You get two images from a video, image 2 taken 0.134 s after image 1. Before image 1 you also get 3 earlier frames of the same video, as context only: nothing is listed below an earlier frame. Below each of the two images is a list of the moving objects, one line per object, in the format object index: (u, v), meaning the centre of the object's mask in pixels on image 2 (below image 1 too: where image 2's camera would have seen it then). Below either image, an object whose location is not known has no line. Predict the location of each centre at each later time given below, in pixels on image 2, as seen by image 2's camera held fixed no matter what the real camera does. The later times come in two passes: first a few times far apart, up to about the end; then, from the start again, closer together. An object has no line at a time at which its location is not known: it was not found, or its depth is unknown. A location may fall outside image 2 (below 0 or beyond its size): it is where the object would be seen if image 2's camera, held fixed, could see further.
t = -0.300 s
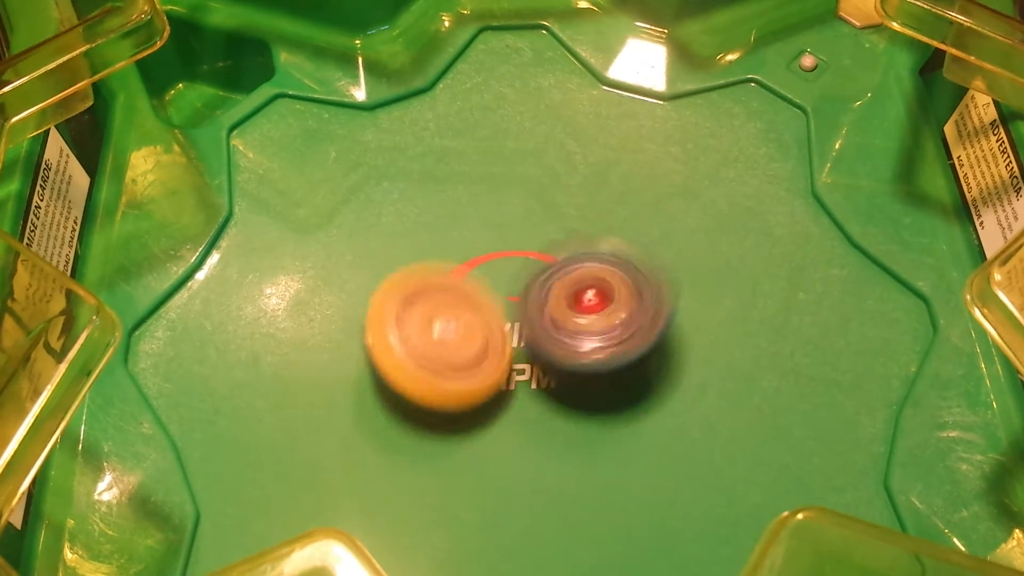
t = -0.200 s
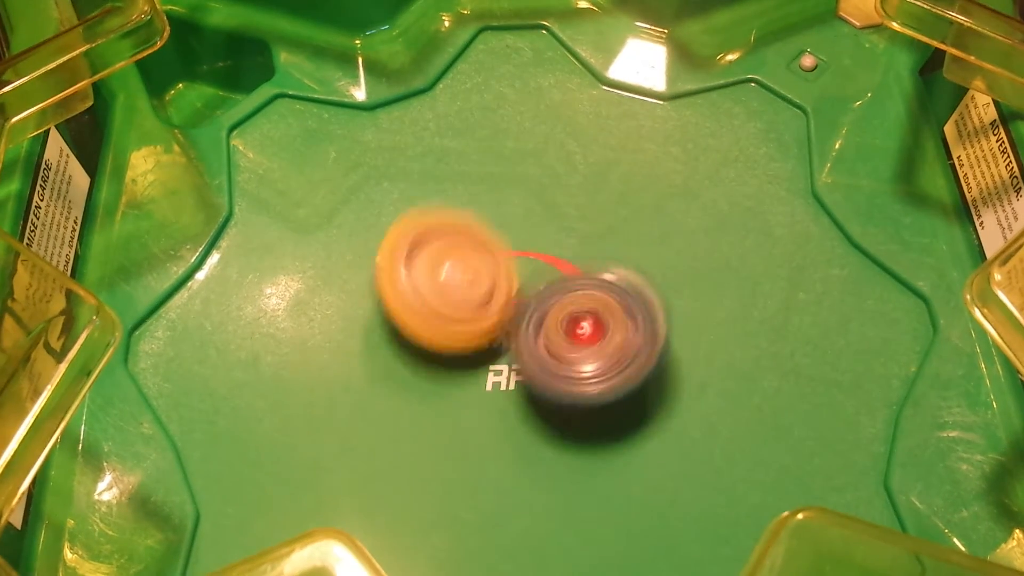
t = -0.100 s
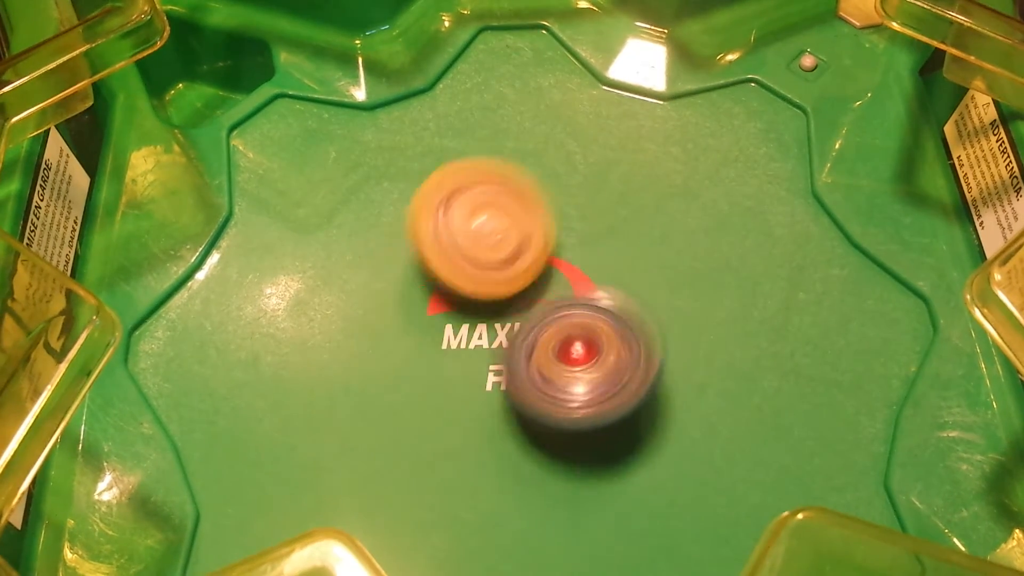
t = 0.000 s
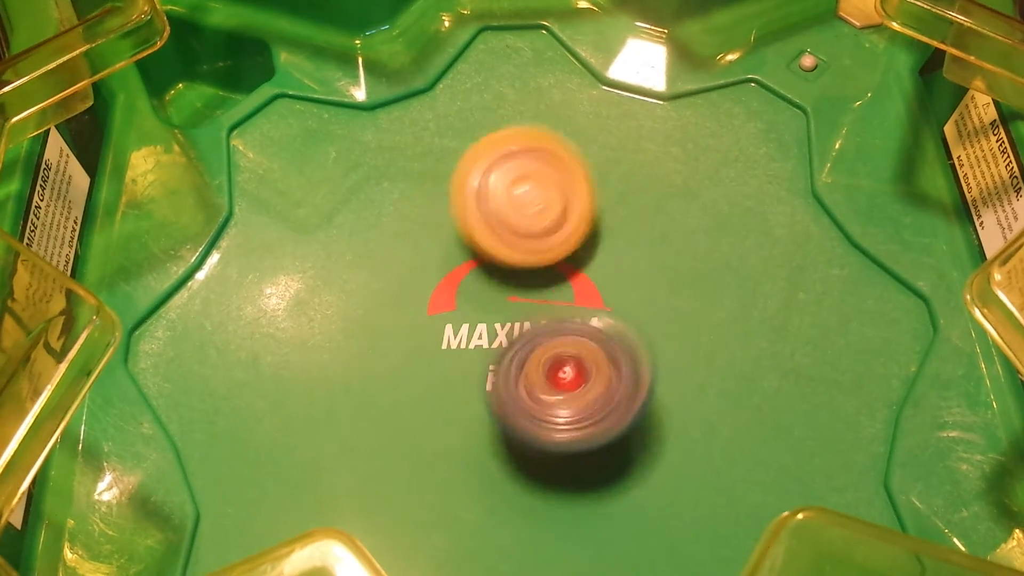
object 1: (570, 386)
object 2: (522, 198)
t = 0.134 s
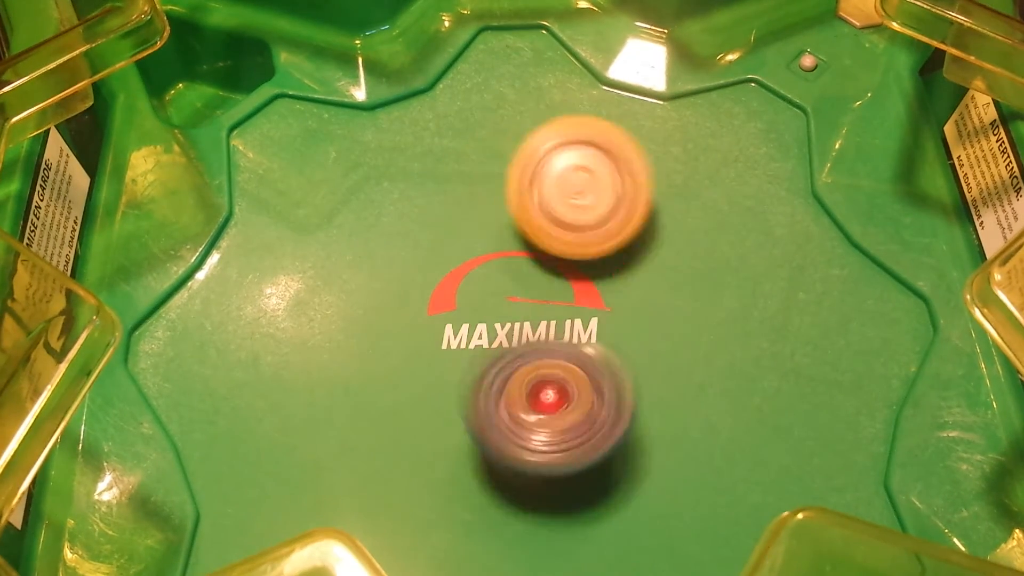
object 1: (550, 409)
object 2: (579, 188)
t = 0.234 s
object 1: (540, 413)
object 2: (615, 205)
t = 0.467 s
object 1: (523, 380)
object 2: (665, 316)
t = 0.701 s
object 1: (478, 325)
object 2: (596, 451)
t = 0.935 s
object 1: (497, 268)
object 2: (450, 479)
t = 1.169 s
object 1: (553, 260)
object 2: (393, 390)
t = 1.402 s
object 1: (605, 315)
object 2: (442, 257)
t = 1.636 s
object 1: (617, 385)
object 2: (533, 175)
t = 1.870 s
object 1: (535, 397)
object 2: (625, 247)
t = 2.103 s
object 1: (411, 371)
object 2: (647, 421)
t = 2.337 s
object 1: (417, 361)
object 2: (651, 473)
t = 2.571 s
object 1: (430, 310)
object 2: (595, 416)
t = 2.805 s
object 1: (416, 294)
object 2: (579, 374)
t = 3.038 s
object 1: (454, 324)
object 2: (588, 378)
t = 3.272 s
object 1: (452, 351)
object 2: (603, 382)
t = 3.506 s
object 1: (459, 331)
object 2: (603, 382)
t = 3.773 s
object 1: (457, 346)
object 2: (602, 382)
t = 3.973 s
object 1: (459, 340)
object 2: (603, 382)
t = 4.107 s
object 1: (457, 346)
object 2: (603, 382)
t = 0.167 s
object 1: (546, 411)
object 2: (593, 193)
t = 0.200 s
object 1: (544, 412)
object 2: (605, 198)
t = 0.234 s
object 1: (540, 413)
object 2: (615, 205)
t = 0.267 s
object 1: (538, 413)
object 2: (628, 217)
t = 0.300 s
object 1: (536, 411)
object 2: (637, 227)
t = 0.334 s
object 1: (535, 408)
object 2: (645, 242)
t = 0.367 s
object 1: (530, 402)
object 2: (655, 259)
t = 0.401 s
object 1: (529, 394)
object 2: (659, 274)
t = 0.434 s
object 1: (525, 386)
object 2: (662, 296)
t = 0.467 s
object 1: (523, 380)
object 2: (665, 316)
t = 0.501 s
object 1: (512, 372)
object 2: (663, 332)
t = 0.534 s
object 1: (504, 372)
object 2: (664, 355)
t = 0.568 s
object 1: (499, 367)
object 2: (658, 372)
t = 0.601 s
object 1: (491, 351)
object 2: (645, 397)
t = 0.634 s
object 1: (483, 341)
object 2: (632, 415)
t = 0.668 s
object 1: (479, 333)
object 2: (617, 431)
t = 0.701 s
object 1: (478, 325)
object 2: (596, 451)
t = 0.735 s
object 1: (475, 316)
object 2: (578, 460)
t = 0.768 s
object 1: (478, 305)
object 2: (553, 473)
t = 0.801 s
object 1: (478, 295)
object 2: (533, 479)
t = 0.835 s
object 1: (483, 286)
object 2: (510, 484)
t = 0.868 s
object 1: (484, 283)
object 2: (490, 486)
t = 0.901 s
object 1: (489, 274)
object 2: (471, 483)
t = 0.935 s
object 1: (497, 268)
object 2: (450, 479)
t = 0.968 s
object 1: (502, 263)
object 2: (437, 472)
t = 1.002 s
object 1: (511, 260)
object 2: (422, 461)
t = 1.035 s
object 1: (519, 257)
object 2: (412, 451)
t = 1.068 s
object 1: (528, 257)
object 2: (403, 436)
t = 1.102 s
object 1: (536, 257)
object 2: (397, 422)
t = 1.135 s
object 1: (545, 257)
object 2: (394, 404)
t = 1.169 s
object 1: (553, 260)
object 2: (393, 390)
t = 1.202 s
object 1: (561, 262)
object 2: (395, 371)
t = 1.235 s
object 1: (569, 269)
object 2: (400, 353)
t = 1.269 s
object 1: (574, 270)
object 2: (407, 334)
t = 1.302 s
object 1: (580, 275)
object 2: (418, 316)
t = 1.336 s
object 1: (587, 287)
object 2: (428, 300)
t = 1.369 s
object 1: (591, 297)
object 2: (441, 283)
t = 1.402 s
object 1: (605, 315)
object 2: (442, 257)
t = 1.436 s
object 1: (623, 332)
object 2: (448, 230)
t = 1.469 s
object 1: (631, 347)
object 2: (456, 210)
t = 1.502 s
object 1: (631, 360)
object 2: (468, 196)
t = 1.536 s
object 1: (631, 368)
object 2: (482, 186)
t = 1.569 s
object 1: (628, 376)
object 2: (500, 180)
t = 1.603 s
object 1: (623, 379)
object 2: (515, 176)
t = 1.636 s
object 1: (617, 385)
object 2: (533, 175)
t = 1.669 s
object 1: (610, 388)
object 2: (553, 177)
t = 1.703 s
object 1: (605, 403)
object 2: (569, 183)
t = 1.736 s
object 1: (593, 403)
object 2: (585, 191)
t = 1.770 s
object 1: (579, 403)
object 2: (598, 202)
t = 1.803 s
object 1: (565, 403)
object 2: (612, 216)
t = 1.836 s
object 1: (549, 401)
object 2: (619, 232)
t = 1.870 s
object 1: (535, 397)
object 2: (625, 247)
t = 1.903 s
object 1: (521, 392)
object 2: (627, 263)
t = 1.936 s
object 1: (504, 386)
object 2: (630, 283)
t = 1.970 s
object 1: (483, 381)
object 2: (631, 310)
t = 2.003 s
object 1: (462, 377)
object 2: (634, 337)
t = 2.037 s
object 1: (441, 372)
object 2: (638, 372)
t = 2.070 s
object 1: (422, 371)
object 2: (642, 400)
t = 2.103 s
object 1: (411, 371)
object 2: (647, 421)
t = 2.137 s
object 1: (403, 369)
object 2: (652, 444)
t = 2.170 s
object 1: (399, 370)
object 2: (653, 459)
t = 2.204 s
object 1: (400, 367)
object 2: (656, 467)
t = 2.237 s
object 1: (402, 367)
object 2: (653, 470)
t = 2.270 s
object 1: (403, 363)
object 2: (654, 467)
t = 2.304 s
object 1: (411, 362)
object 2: (656, 473)
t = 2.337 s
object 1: (417, 361)
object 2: (651, 473)
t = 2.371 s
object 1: (421, 355)
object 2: (644, 471)
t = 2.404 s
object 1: (427, 349)
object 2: (633, 470)
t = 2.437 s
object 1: (433, 342)
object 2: (621, 462)
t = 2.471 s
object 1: (437, 334)
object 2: (616, 452)
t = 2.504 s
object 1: (435, 325)
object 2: (610, 444)
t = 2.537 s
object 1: (432, 313)
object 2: (601, 430)
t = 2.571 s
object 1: (430, 310)
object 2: (595, 416)
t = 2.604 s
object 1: (429, 308)
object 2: (588, 402)
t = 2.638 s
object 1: (428, 308)
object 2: (574, 388)
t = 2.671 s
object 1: (426, 307)
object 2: (567, 363)
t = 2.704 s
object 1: (422, 301)
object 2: (570, 365)
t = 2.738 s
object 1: (417, 296)
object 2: (576, 370)
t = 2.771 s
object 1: (415, 295)
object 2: (579, 373)
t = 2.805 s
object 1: (416, 294)
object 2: (579, 374)
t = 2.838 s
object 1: (420, 294)
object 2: (579, 374)
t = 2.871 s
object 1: (424, 295)
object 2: (580, 373)
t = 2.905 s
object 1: (430, 300)
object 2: (581, 373)
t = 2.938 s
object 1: (438, 310)
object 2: (580, 374)
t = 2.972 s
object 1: (444, 313)
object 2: (580, 377)
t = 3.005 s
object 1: (450, 318)
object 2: (582, 378)
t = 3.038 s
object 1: (454, 324)
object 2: (588, 378)
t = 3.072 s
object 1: (456, 331)
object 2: (592, 379)
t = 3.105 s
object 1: (456, 339)
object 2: (594, 379)
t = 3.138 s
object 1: (454, 347)
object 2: (595, 380)
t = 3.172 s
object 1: (452, 350)
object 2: (597, 381)
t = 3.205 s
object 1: (451, 351)
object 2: (599, 381)
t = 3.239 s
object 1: (451, 352)
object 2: (602, 382)
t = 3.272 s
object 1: (452, 351)
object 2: (603, 382)
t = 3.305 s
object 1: (454, 349)
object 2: (602, 382)
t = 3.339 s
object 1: (457, 345)
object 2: (601, 381)
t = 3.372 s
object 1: (458, 339)
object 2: (600, 381)
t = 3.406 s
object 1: (459, 335)
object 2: (600, 381)
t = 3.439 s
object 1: (458, 332)
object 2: (601, 381)
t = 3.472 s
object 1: (459, 331)
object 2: (603, 382)
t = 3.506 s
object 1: (459, 331)
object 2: (603, 382)
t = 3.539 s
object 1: (459, 332)
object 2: (602, 382)
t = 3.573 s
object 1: (459, 334)
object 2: (602, 381)
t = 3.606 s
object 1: (459, 338)
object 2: (603, 382)
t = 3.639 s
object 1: (458, 343)
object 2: (603, 382)
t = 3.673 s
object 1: (456, 347)
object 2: (602, 381)
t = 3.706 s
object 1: (454, 349)
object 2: (602, 382)
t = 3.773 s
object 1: (457, 346)
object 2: (602, 382)
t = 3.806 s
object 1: (459, 342)
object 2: (603, 382)
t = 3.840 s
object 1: (459, 338)
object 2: (603, 382)
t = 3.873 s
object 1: (459, 335)
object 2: (603, 382)
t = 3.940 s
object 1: (459, 337)
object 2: (603, 382)
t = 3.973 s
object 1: (459, 340)
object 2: (603, 382)
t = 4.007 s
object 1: (458, 344)
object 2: (603, 382)
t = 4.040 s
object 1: (457, 347)
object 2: (603, 382)
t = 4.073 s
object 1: (456, 348)
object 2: (603, 382)
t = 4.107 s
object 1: (457, 346)
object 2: (603, 382)
